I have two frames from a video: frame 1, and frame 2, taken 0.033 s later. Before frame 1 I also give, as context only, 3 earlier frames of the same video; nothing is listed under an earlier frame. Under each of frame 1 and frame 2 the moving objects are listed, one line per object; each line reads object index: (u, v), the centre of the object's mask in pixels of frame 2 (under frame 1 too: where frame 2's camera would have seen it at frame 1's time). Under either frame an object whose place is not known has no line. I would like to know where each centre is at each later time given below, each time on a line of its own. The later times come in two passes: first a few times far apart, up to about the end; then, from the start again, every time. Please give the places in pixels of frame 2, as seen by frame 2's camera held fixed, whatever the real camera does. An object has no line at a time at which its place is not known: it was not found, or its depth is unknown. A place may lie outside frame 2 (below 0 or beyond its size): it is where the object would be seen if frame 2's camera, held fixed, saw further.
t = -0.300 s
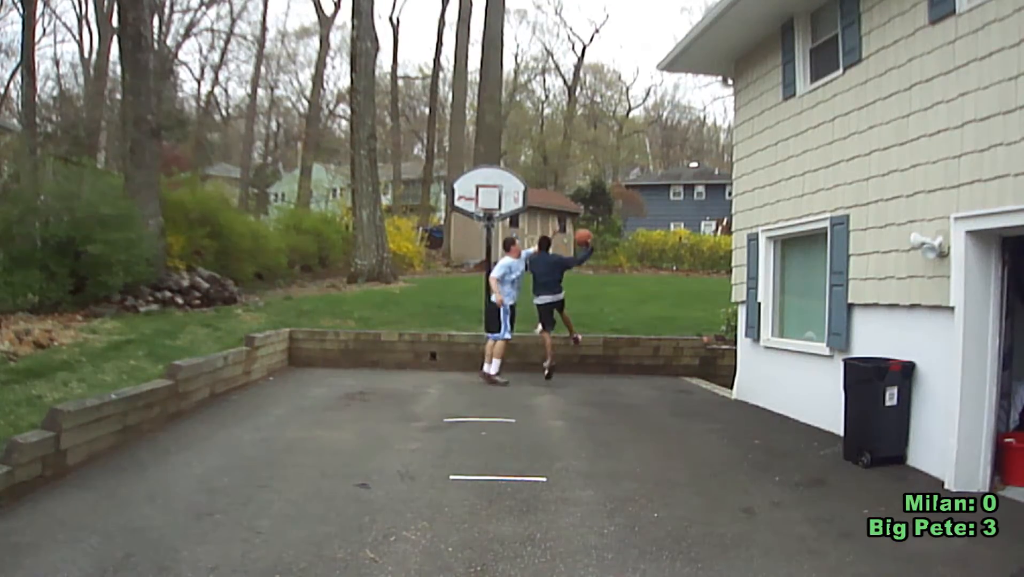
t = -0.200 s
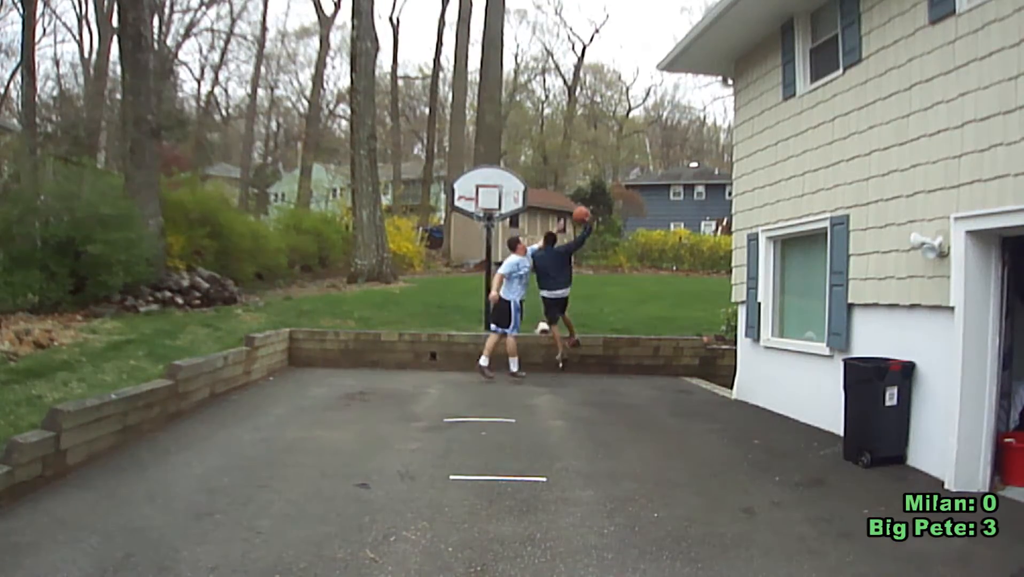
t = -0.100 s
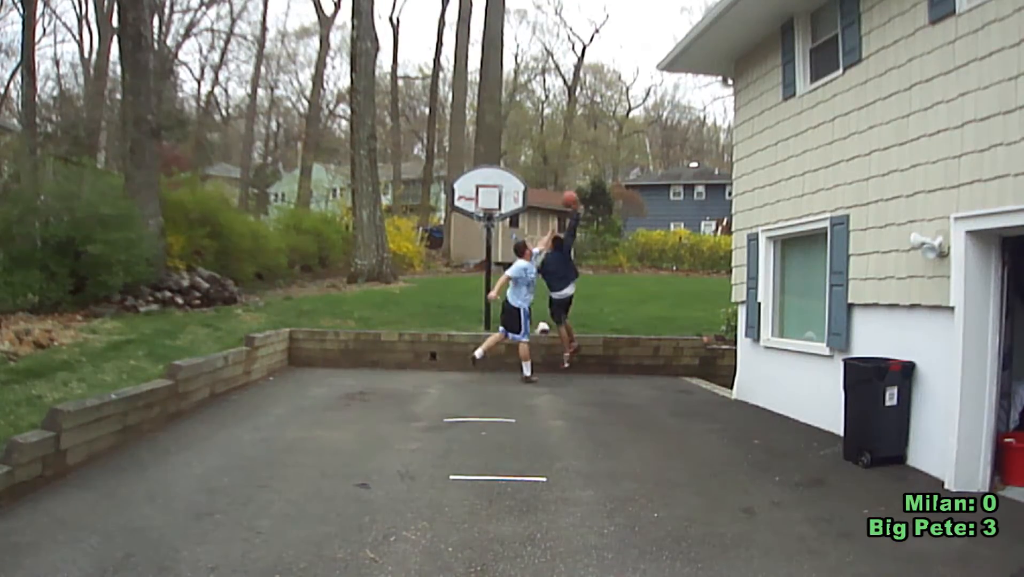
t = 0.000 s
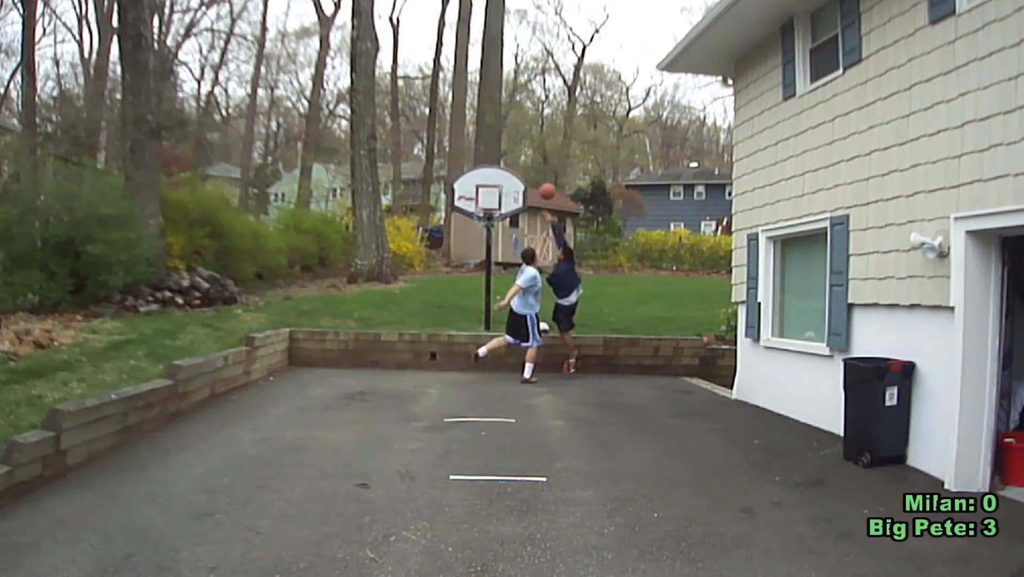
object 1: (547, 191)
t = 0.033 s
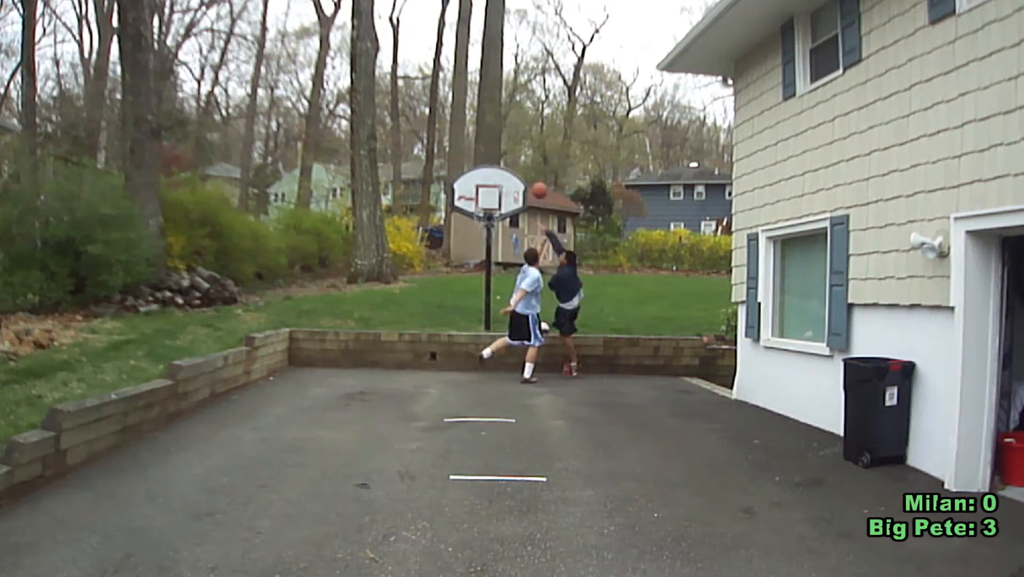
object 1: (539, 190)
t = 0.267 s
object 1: (496, 202)
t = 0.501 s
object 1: (479, 227)
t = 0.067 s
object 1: (532, 190)
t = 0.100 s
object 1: (524, 190)
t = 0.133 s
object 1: (517, 192)
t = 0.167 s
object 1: (510, 194)
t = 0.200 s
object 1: (505, 196)
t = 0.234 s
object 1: (501, 199)
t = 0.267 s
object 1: (496, 202)
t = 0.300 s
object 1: (491, 206)
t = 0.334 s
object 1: (486, 210)
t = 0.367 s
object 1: (481, 216)
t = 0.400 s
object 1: (479, 221)
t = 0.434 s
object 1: (478, 222)
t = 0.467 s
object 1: (479, 224)
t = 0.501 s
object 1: (479, 227)
